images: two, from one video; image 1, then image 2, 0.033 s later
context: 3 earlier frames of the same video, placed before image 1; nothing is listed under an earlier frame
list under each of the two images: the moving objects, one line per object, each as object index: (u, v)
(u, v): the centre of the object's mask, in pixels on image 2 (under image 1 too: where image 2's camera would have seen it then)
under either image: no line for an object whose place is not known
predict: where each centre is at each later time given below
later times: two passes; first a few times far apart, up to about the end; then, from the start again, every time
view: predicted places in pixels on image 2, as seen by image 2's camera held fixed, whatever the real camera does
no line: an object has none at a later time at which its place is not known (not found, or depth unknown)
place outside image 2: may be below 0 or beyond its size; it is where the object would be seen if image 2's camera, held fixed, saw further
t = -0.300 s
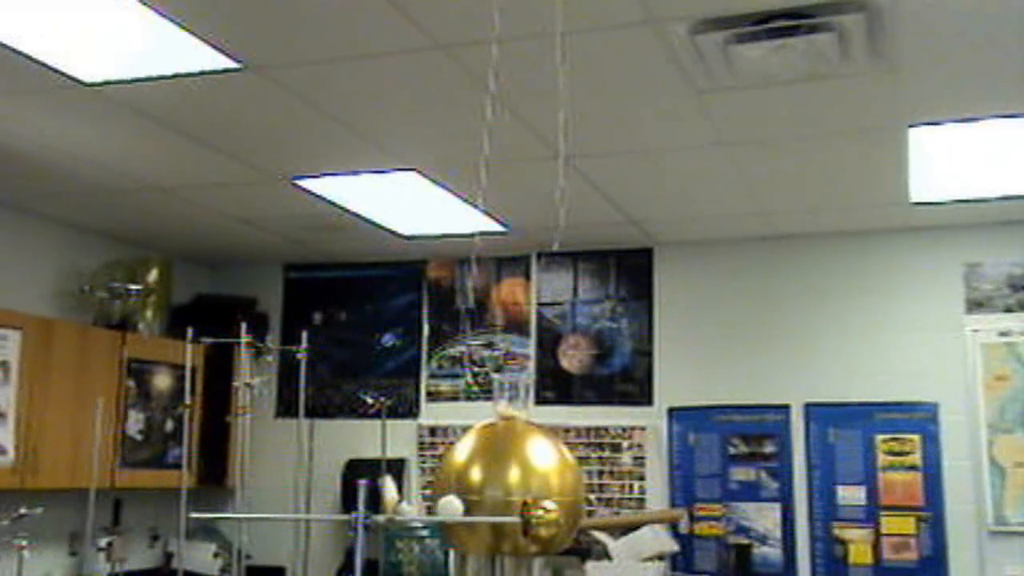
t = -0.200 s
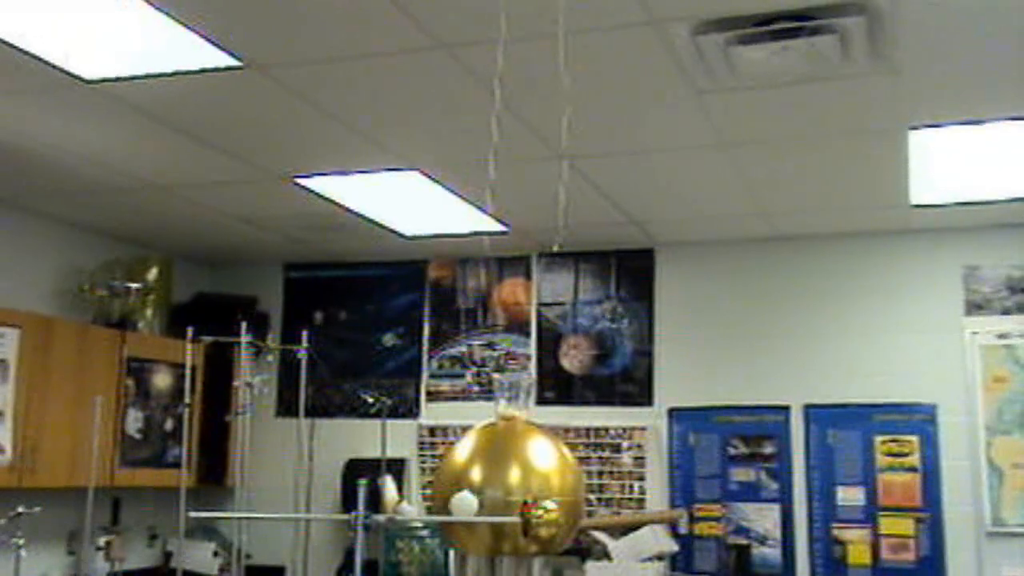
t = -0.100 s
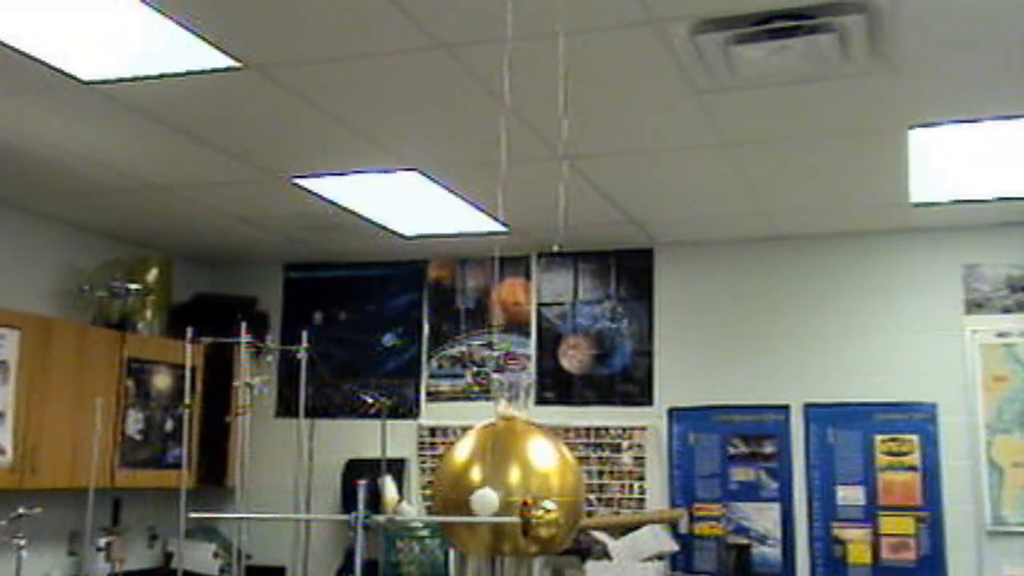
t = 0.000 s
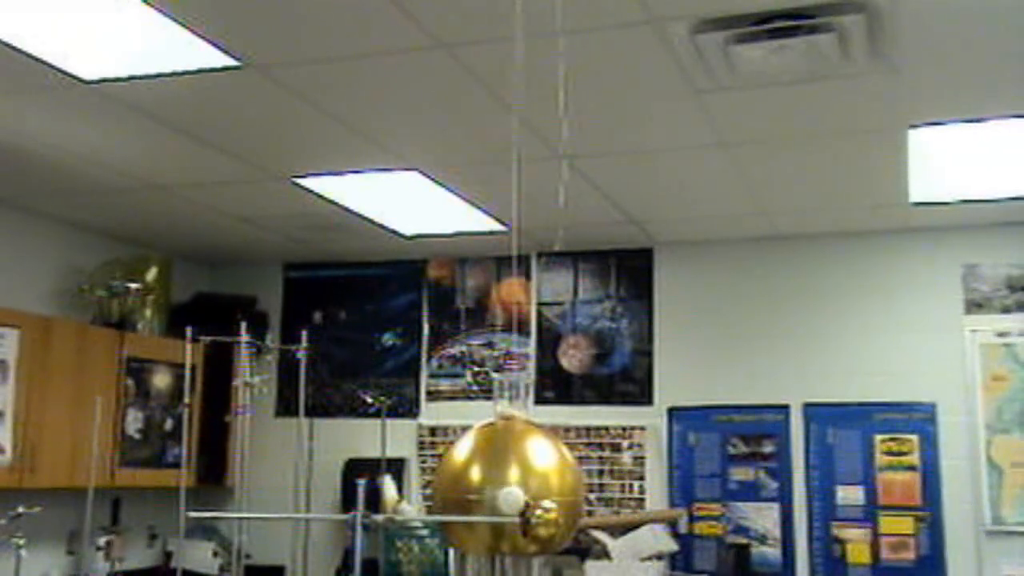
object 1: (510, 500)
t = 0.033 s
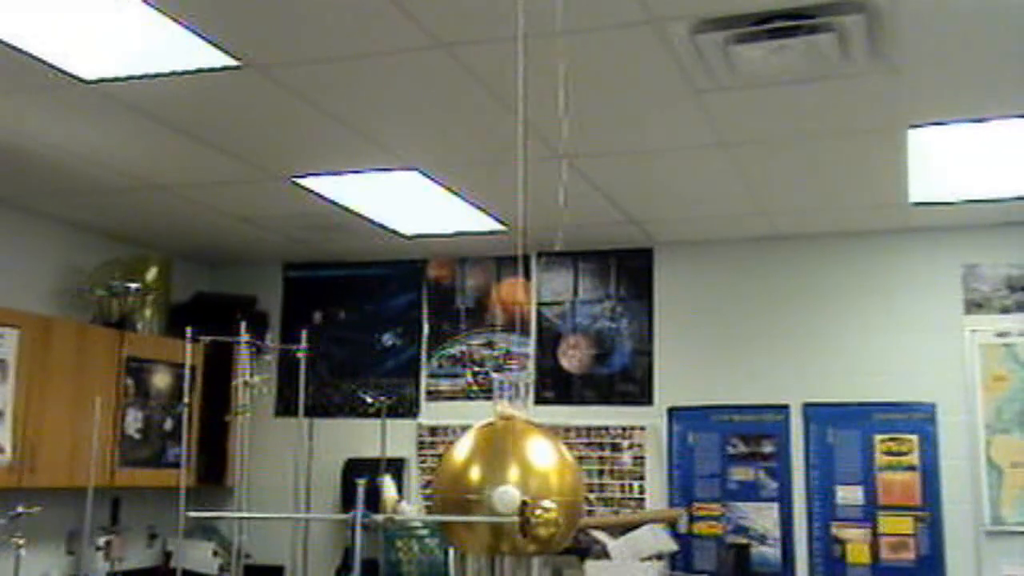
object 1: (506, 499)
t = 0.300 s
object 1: (465, 504)
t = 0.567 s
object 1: (463, 512)
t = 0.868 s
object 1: (428, 507)
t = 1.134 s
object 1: (416, 502)
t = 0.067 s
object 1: (499, 499)
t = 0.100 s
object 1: (493, 499)
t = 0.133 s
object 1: (488, 499)
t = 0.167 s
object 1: (483, 500)
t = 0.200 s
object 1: (478, 501)
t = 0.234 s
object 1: (473, 502)
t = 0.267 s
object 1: (468, 503)
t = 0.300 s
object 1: (465, 504)
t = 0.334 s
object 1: (462, 505)
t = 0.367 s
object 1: (459, 506)
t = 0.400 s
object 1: (458, 507)
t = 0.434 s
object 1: (458, 508)
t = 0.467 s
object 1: (459, 512)
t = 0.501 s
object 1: (460, 512)
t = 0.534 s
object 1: (461, 514)
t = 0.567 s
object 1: (463, 512)
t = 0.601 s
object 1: (465, 508)
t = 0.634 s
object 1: (468, 507)
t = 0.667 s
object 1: (471, 506)
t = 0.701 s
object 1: (464, 506)
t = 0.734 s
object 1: (456, 505)
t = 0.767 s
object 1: (448, 506)
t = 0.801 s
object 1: (441, 508)
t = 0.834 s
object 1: (435, 508)
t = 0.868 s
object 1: (428, 507)
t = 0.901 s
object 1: (425, 506)
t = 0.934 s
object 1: (421, 506)
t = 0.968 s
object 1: (417, 505)
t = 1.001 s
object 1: (413, 505)
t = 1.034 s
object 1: (412, 504)
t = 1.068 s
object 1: (412, 504)
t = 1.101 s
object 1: (413, 503)
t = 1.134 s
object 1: (416, 502)
